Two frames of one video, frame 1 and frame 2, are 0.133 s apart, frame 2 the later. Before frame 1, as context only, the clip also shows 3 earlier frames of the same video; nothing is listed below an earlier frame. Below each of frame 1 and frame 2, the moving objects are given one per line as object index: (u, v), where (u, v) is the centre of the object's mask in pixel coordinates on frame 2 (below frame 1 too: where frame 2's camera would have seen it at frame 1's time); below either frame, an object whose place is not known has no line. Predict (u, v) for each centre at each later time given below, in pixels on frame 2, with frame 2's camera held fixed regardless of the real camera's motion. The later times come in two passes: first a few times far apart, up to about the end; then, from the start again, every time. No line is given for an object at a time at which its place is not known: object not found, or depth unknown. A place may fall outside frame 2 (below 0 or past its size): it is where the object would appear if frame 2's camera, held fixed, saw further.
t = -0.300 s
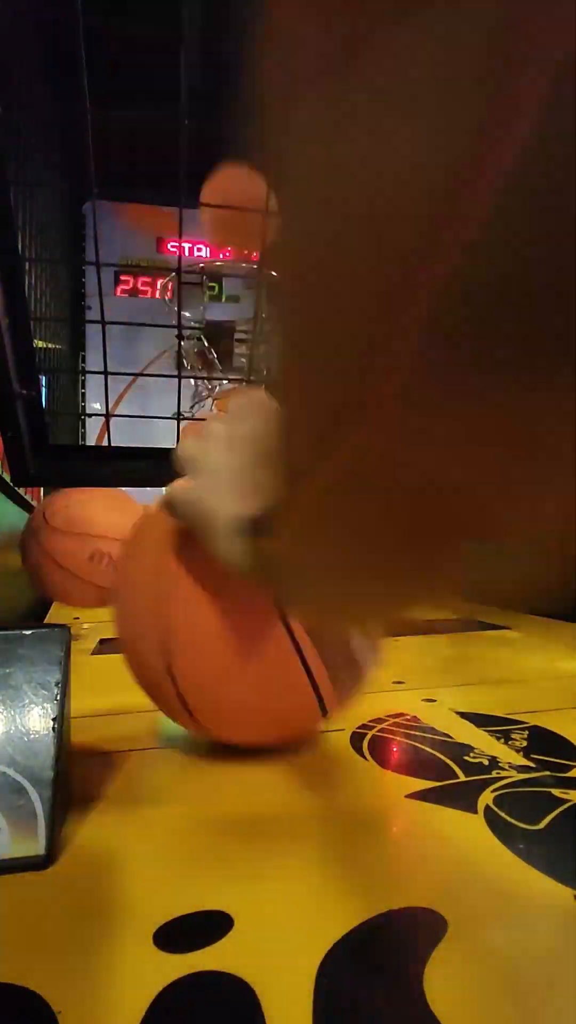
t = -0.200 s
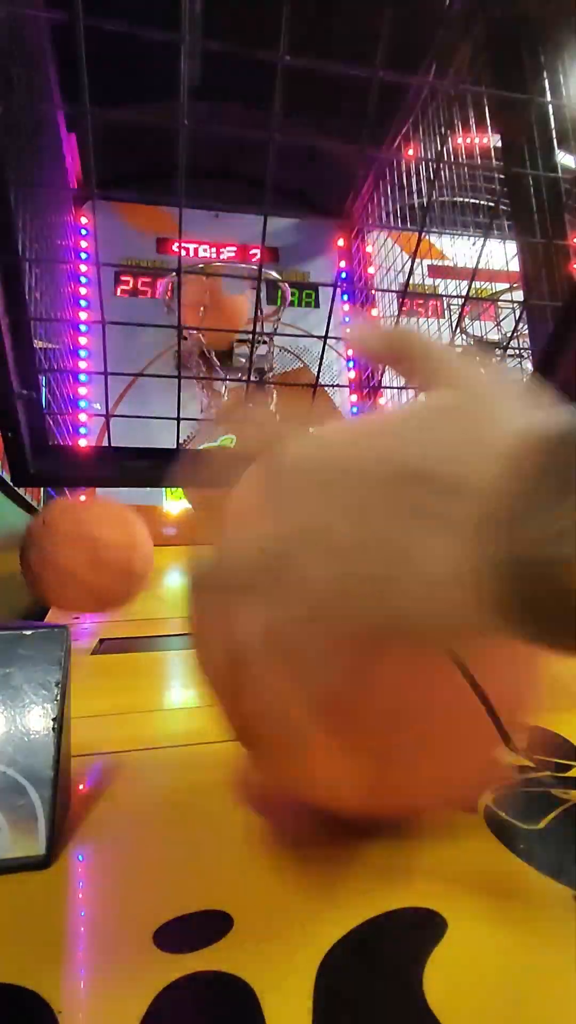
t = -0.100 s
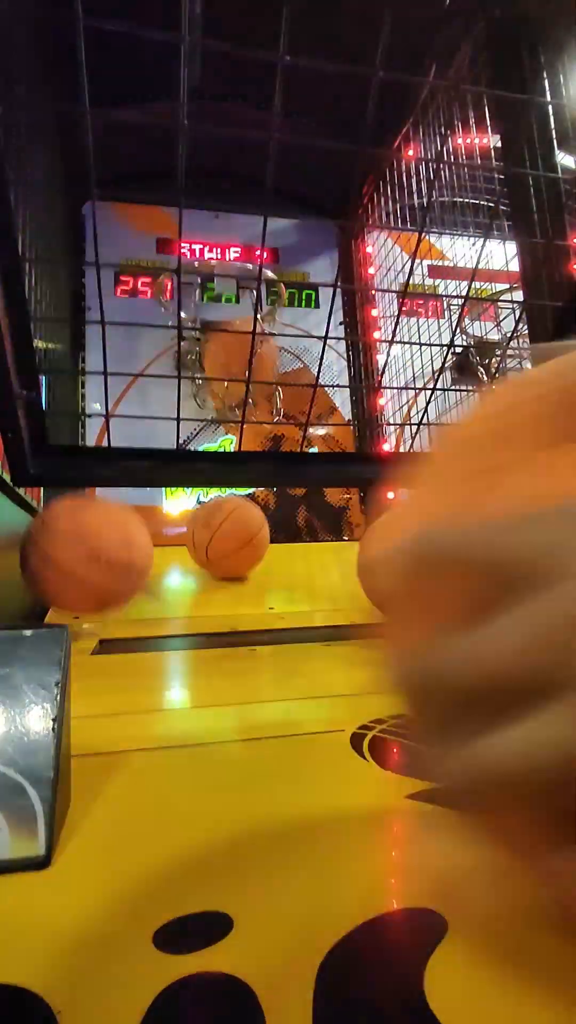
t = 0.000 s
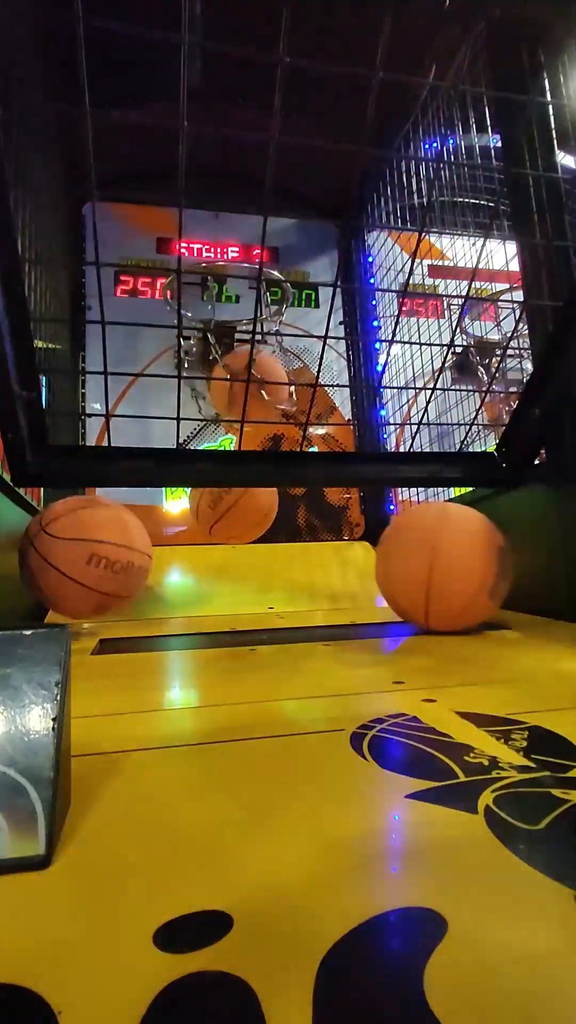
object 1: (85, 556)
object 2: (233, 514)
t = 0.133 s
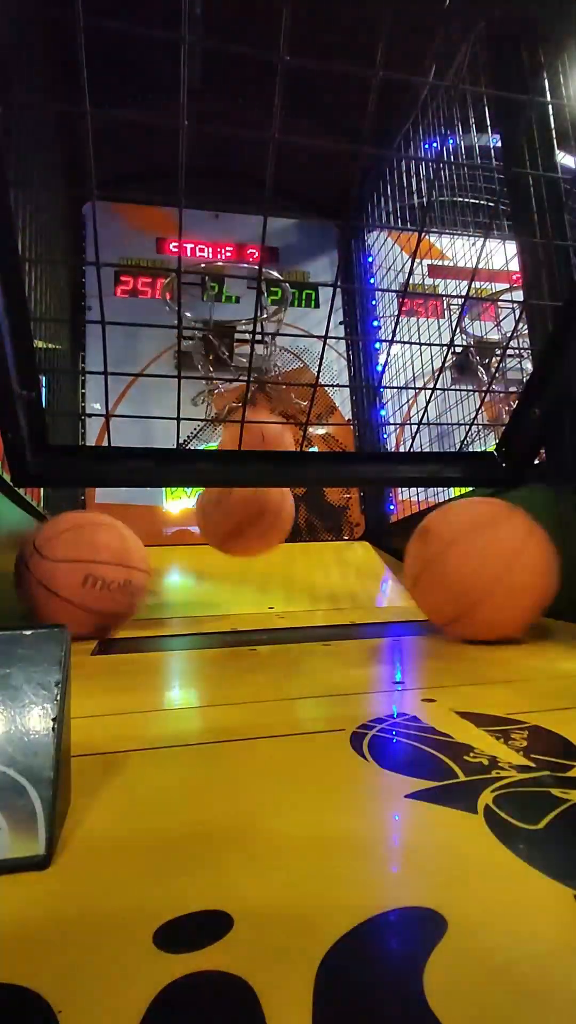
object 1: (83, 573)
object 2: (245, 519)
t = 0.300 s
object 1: (75, 571)
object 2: (264, 535)
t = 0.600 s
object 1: (81, 574)
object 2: (247, 547)
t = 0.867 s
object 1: (106, 578)
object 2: (251, 562)
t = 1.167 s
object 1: (112, 581)
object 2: (337, 574)
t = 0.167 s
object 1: (81, 565)
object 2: (249, 528)
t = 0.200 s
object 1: (79, 563)
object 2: (252, 547)
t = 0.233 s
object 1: (78, 565)
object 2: (257, 571)
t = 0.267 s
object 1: (77, 573)
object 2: (261, 544)
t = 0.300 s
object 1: (75, 571)
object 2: (264, 535)
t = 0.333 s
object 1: (73, 569)
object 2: (264, 539)
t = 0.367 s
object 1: (72, 573)
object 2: (262, 558)
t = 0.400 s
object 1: (71, 572)
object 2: (260, 559)
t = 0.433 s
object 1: (70, 573)
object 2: (259, 546)
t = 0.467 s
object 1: (69, 572)
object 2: (257, 543)
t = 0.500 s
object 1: (72, 573)
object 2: (254, 557)
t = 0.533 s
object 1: (74, 572)
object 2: (250, 565)
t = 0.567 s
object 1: (77, 574)
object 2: (249, 553)
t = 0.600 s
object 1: (81, 574)
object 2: (247, 547)
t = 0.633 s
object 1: (84, 573)
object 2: (246, 546)
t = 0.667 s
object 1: (87, 573)
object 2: (245, 549)
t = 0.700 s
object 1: (90, 573)
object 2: (245, 558)
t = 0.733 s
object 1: (94, 574)
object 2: (243, 572)
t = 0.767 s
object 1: (98, 575)
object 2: (241, 563)
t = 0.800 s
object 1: (103, 576)
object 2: (241, 559)
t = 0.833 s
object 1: (105, 577)
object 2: (244, 560)
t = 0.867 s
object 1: (106, 578)
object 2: (251, 562)
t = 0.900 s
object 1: (107, 578)
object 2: (261, 571)
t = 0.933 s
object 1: (108, 579)
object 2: (270, 571)
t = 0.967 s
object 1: (109, 579)
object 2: (278, 568)
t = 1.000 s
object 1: (109, 579)
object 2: (287, 571)
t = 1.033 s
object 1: (110, 581)
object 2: (296, 577)
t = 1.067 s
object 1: (110, 581)
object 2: (307, 574)
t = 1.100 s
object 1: (111, 581)
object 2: (318, 573)
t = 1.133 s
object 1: (111, 583)
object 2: (327, 575)
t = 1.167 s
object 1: (112, 581)
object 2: (337, 574)
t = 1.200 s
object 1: (114, 584)
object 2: (350, 578)
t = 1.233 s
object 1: (115, 583)
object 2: (362, 575)
